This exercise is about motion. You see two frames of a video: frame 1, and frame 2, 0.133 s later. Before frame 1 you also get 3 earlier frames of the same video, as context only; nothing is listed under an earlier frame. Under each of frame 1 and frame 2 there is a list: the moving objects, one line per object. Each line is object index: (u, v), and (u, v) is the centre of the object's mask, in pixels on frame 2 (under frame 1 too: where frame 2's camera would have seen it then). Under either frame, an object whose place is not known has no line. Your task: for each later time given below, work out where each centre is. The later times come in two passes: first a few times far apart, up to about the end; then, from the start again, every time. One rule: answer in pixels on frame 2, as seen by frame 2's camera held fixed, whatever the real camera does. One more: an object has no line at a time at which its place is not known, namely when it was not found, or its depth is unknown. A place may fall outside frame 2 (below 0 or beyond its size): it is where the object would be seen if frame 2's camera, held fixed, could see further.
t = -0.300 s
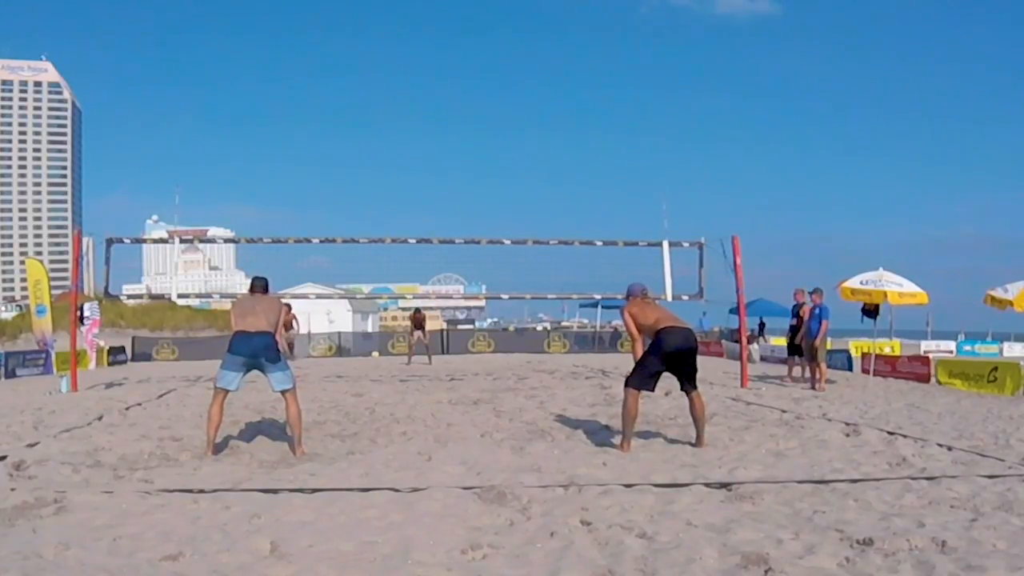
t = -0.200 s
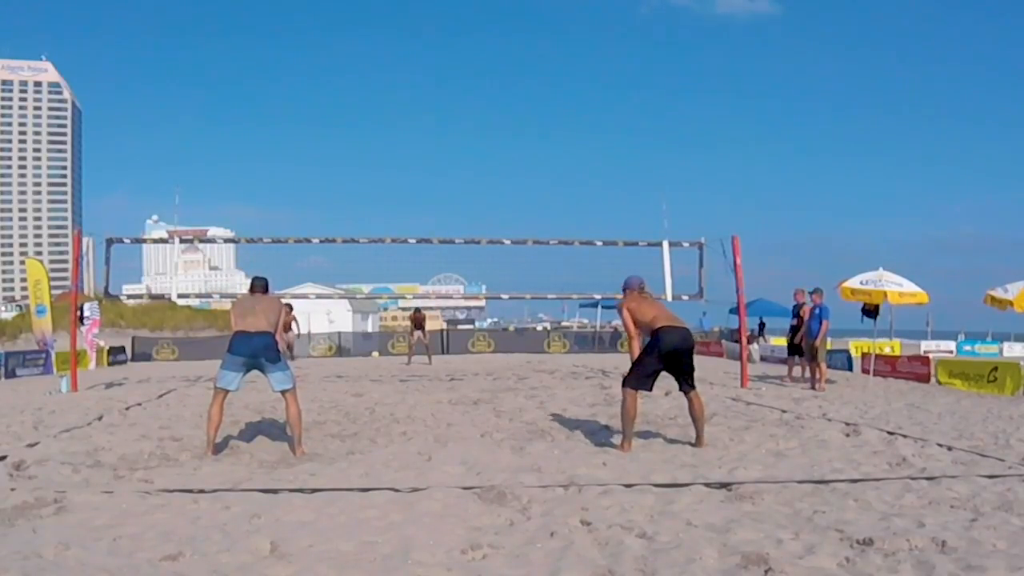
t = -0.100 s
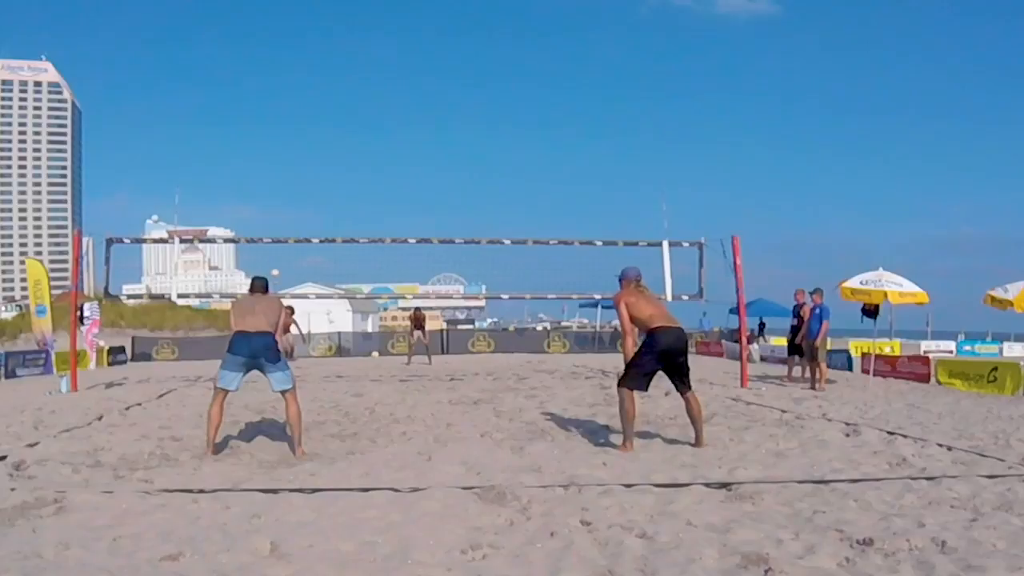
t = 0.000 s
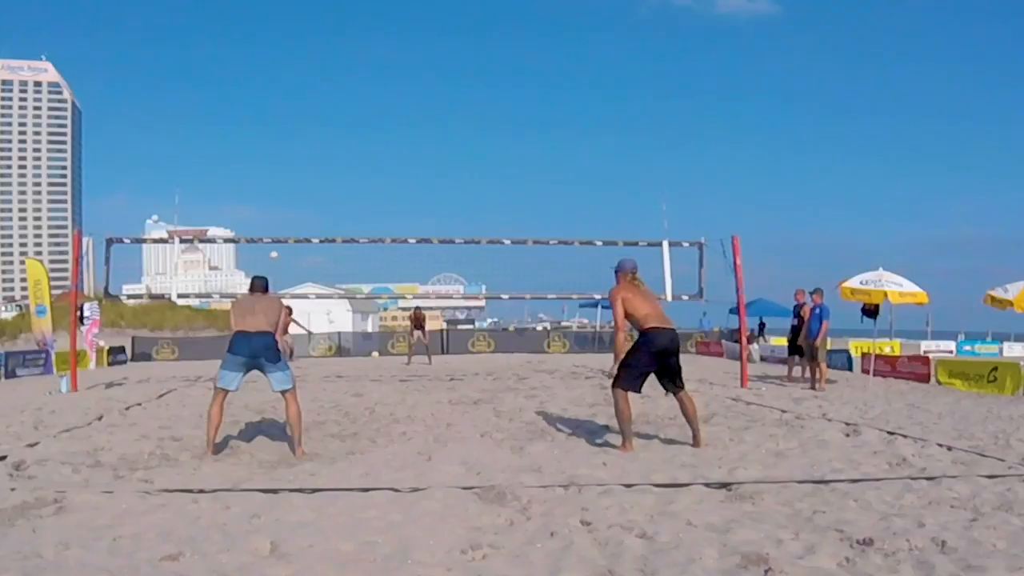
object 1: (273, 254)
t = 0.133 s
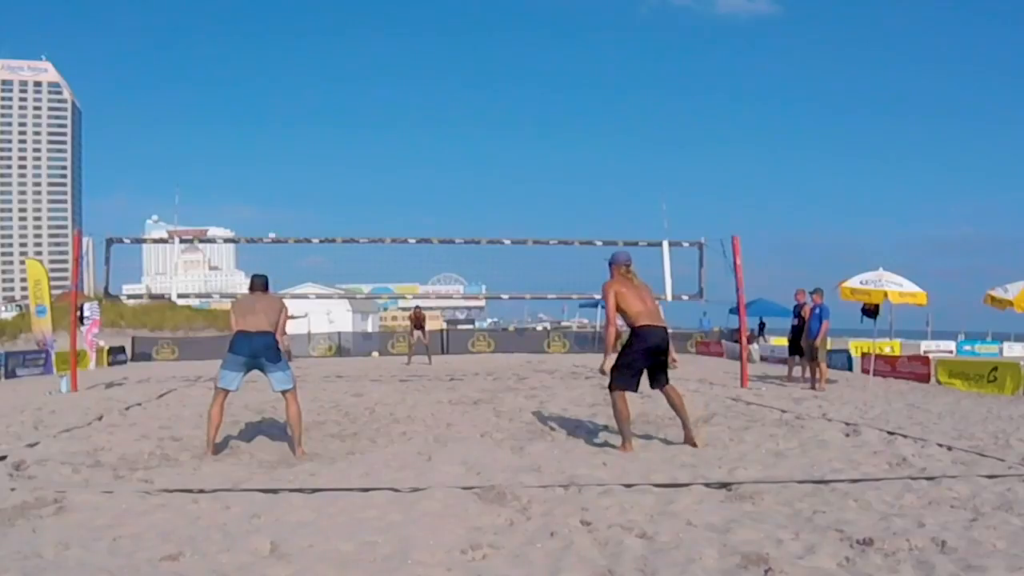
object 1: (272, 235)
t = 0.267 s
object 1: (270, 223)
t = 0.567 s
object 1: (265, 218)
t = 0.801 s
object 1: (262, 235)
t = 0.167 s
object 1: (271, 232)
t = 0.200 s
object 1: (271, 229)
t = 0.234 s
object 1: (270, 226)
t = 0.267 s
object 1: (270, 223)
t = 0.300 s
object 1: (269, 221)
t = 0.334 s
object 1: (269, 220)
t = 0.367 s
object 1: (268, 218)
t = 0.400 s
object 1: (268, 217)
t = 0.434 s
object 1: (267, 216)
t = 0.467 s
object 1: (267, 216)
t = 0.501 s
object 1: (266, 217)
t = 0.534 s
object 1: (266, 217)
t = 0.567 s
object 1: (265, 218)
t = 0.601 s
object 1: (265, 220)
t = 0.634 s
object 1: (265, 221)
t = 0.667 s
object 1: (264, 223)
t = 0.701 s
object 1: (264, 226)
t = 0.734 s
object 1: (263, 229)
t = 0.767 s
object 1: (262, 232)
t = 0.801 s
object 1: (262, 235)
